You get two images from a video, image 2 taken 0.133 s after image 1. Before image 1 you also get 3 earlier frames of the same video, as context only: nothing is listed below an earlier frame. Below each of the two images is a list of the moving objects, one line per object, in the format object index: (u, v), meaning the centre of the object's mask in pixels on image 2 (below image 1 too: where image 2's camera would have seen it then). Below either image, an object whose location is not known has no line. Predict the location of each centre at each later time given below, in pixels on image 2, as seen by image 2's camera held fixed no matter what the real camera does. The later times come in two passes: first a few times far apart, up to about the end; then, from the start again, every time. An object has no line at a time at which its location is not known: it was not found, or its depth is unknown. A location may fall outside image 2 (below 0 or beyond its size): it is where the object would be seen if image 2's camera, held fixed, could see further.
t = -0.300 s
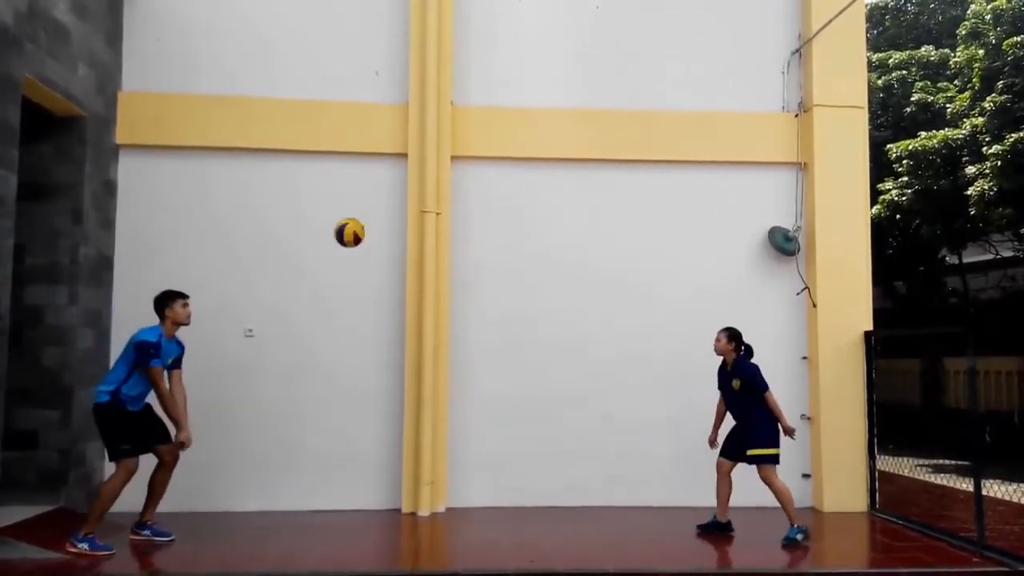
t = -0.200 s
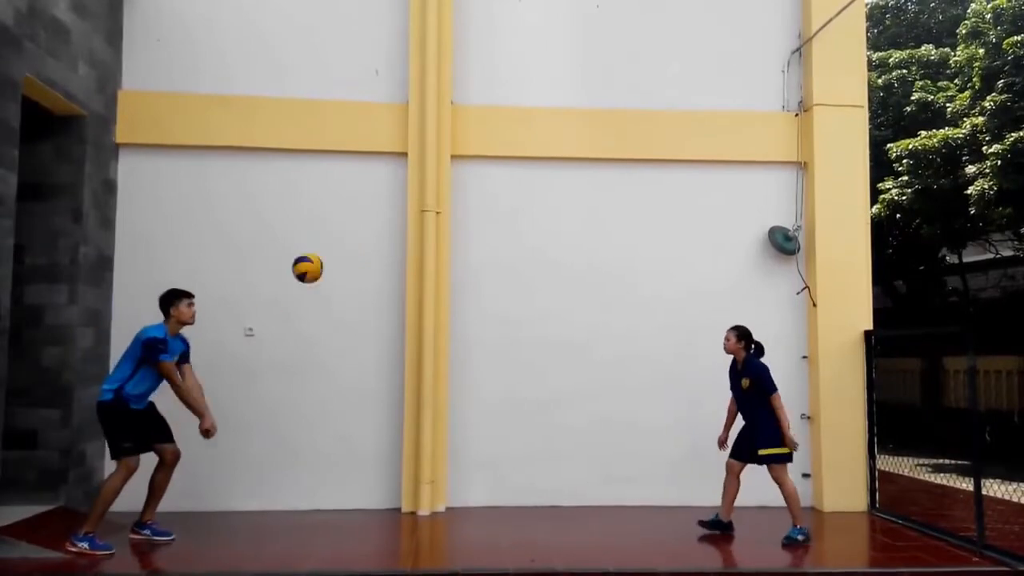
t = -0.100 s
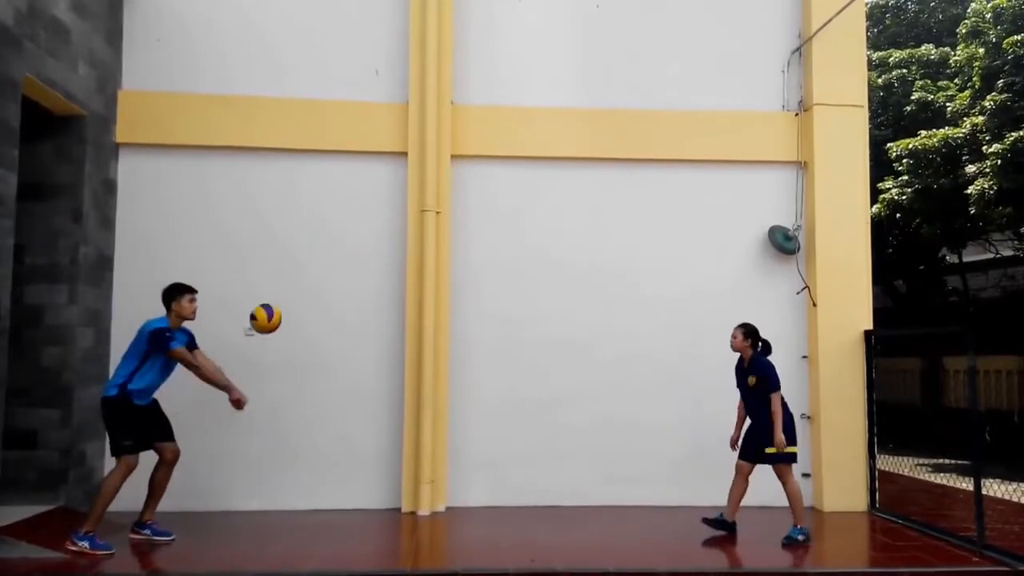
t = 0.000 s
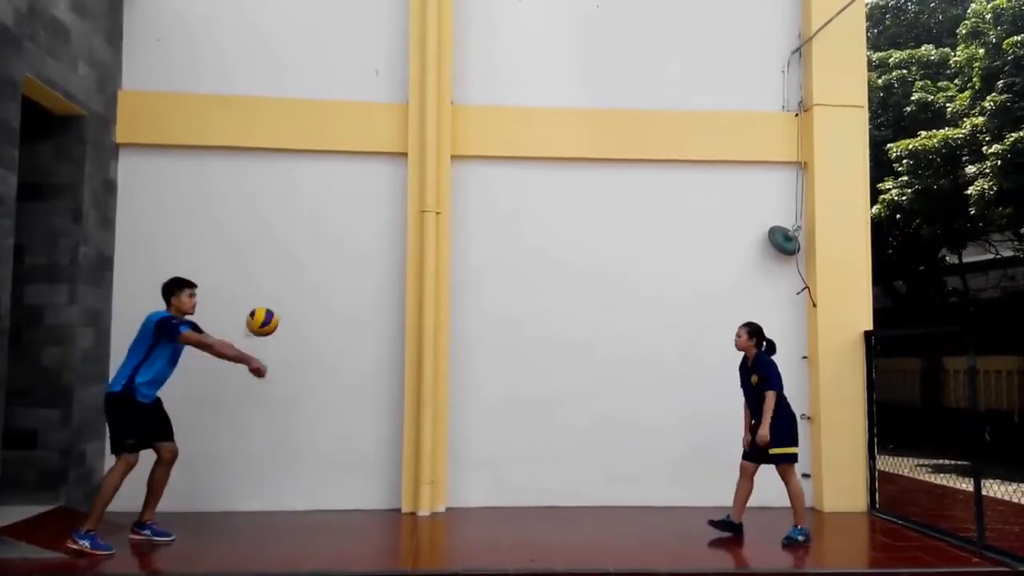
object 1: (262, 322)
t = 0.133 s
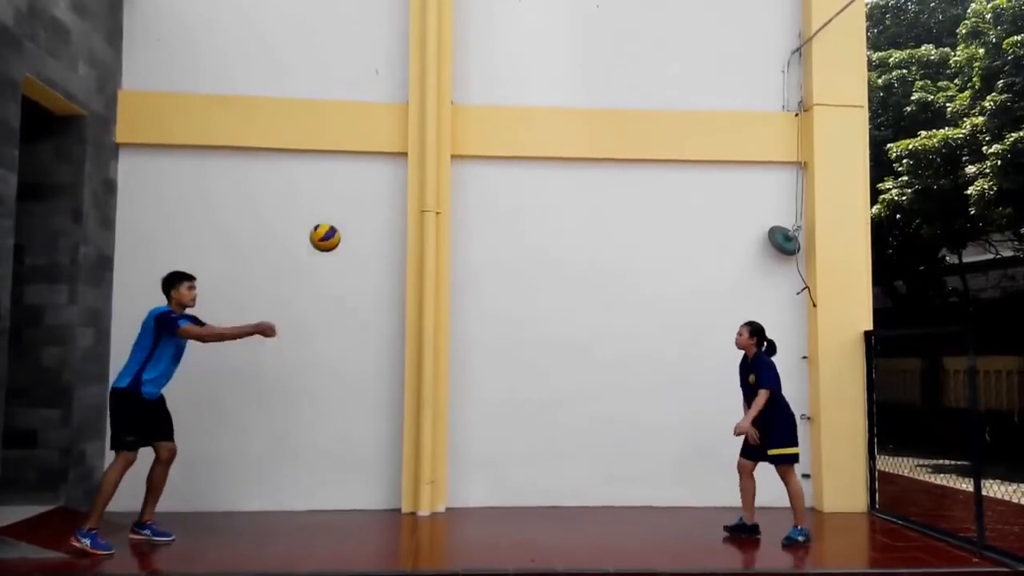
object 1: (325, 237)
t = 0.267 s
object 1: (384, 179)
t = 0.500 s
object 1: (482, 134)
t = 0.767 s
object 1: (587, 168)
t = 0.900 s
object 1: (638, 220)
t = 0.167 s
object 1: (340, 220)
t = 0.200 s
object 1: (355, 205)
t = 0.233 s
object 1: (370, 191)
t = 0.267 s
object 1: (384, 179)
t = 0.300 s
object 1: (399, 167)
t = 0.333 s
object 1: (413, 158)
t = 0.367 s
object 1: (427, 150)
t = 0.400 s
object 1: (441, 144)
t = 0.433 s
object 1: (454, 139)
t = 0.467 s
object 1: (468, 135)
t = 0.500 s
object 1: (482, 134)
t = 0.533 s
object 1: (495, 133)
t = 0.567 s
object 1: (508, 134)
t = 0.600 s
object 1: (521, 136)
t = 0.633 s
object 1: (535, 140)
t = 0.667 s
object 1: (548, 145)
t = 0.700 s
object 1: (561, 151)
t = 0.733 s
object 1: (573, 159)
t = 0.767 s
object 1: (587, 168)
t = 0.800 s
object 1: (600, 179)
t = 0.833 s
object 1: (612, 192)
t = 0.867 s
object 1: (625, 206)
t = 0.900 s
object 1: (638, 220)
